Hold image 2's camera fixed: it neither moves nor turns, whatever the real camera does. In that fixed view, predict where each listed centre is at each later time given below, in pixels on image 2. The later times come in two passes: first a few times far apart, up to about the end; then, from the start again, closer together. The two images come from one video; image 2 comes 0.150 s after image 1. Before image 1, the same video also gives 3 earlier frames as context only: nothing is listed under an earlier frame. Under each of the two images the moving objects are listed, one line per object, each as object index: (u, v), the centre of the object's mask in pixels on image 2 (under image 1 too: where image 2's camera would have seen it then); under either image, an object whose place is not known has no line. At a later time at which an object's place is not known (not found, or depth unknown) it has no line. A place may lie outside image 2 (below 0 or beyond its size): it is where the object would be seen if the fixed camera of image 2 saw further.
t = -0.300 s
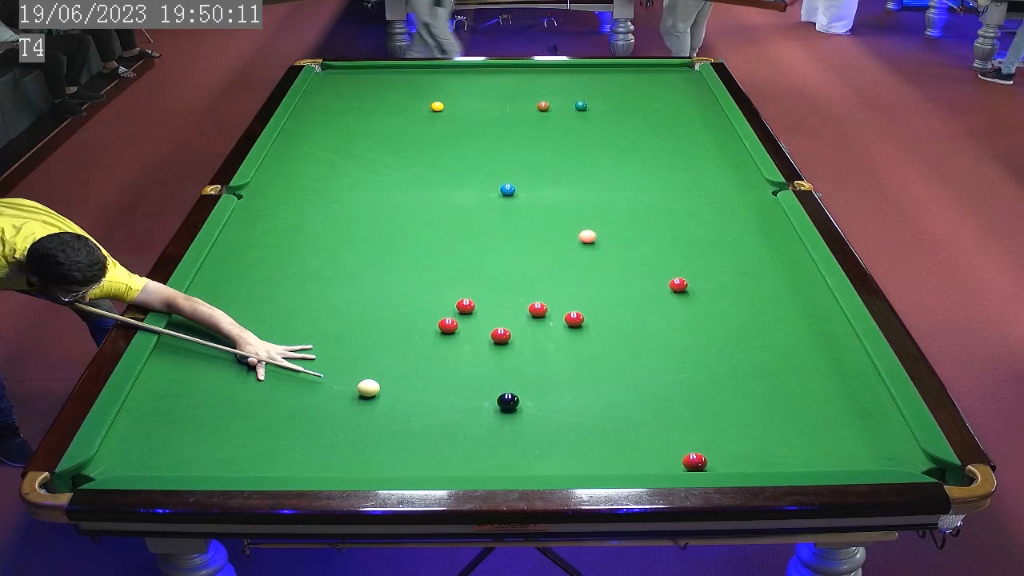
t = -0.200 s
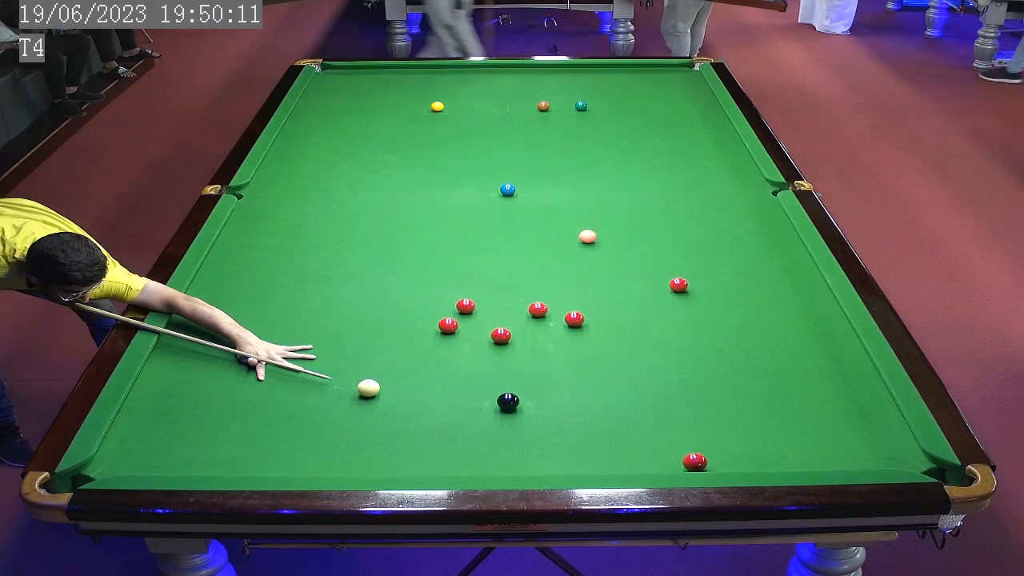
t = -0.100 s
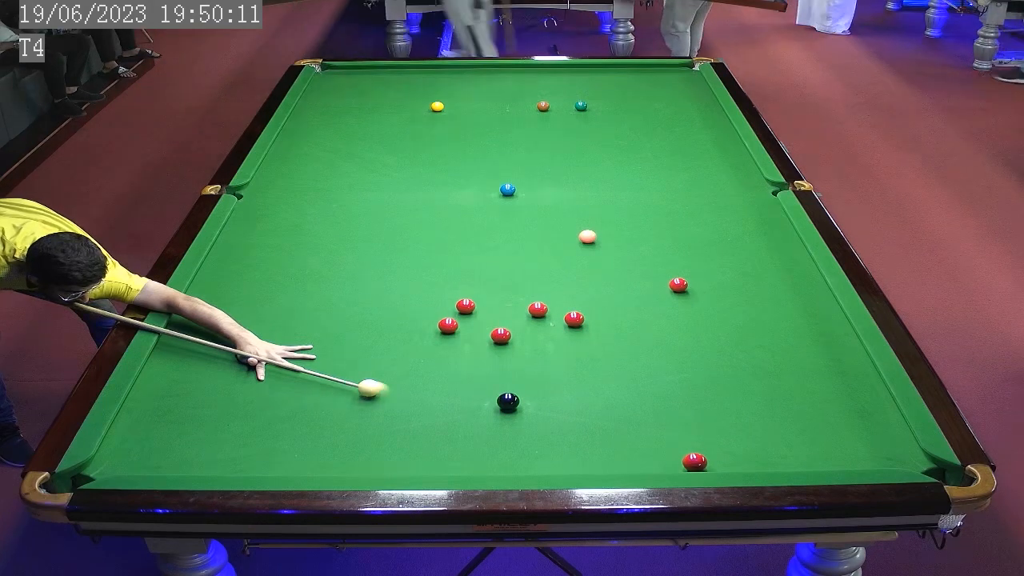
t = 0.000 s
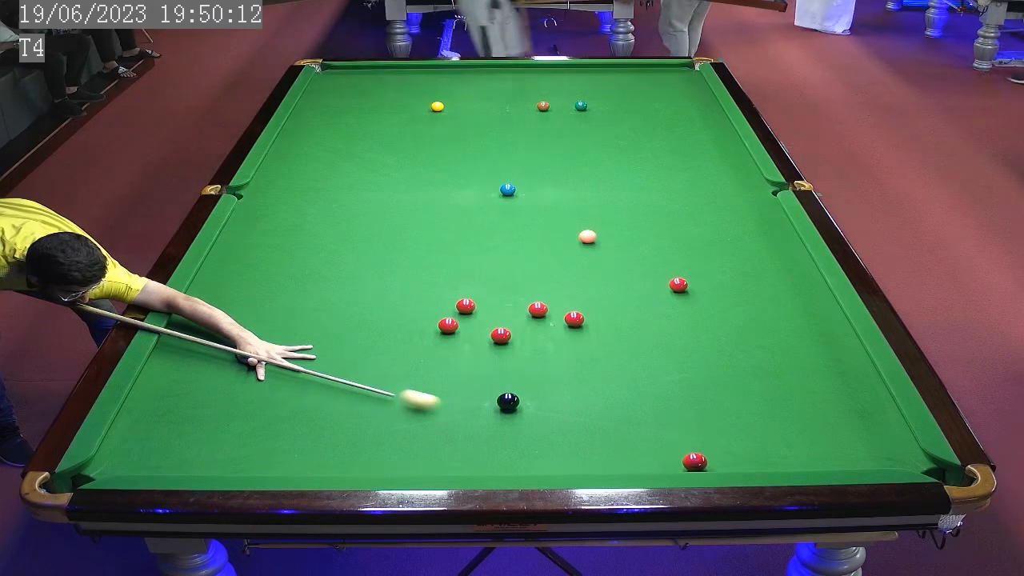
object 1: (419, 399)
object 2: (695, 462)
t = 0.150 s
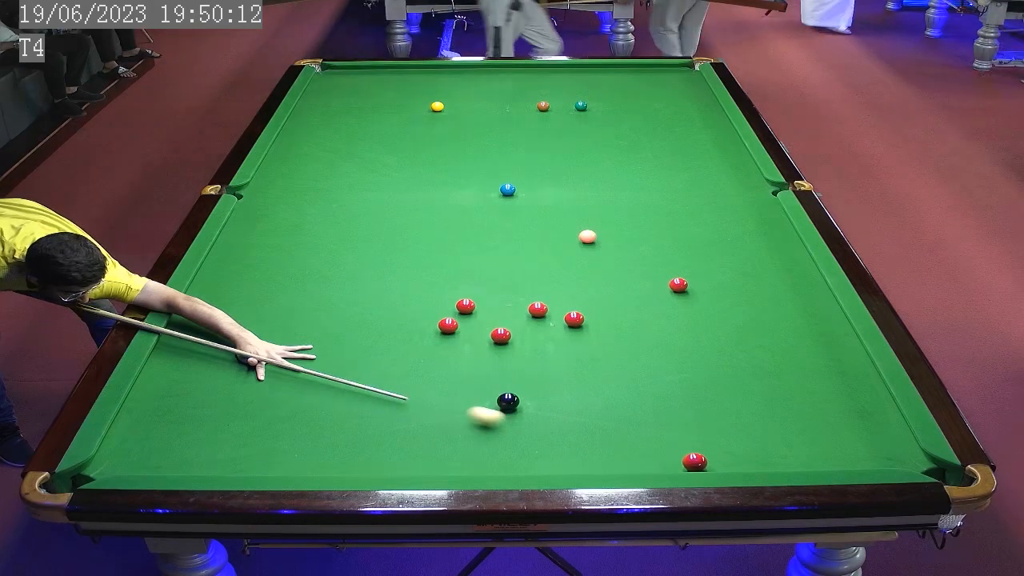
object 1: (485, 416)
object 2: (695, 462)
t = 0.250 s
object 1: (527, 426)
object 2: (695, 462)
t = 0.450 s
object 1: (612, 446)
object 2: (695, 462)
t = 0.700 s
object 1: (674, 463)
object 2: (737, 462)
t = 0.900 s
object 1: (682, 453)
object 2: (791, 462)
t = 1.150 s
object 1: (690, 440)
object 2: (854, 462)
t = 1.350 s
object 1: (696, 431)
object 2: (898, 461)
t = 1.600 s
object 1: (702, 420)
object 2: (924, 468)
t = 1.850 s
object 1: (708, 411)
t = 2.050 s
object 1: (712, 405)
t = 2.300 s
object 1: (716, 397)
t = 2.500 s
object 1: (719, 393)
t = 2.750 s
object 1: (722, 387)
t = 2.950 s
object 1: (724, 384)
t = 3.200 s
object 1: (725, 381)
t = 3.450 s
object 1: (726, 378)
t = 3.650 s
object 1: (726, 377)
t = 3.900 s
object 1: (726, 377)
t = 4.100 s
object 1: (726, 377)
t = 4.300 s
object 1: (727, 377)
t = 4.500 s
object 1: (727, 377)
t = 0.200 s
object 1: (506, 421)
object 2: (695, 462)
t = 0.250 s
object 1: (527, 426)
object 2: (695, 462)
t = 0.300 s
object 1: (548, 431)
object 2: (695, 462)
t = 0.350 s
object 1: (569, 436)
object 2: (695, 462)
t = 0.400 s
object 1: (591, 442)
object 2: (695, 462)
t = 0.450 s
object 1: (612, 446)
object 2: (695, 462)
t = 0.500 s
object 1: (634, 452)
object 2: (695, 462)
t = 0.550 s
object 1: (656, 457)
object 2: (694, 462)
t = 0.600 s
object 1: (670, 462)
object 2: (702, 461)
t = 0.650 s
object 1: (672, 465)
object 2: (721, 461)
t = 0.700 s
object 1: (674, 463)
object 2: (737, 462)
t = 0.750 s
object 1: (676, 461)
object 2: (751, 462)
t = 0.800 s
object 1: (678, 459)
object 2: (764, 462)
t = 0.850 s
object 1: (680, 455)
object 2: (778, 462)
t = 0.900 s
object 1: (682, 453)
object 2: (791, 462)
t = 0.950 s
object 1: (684, 451)
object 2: (804, 462)
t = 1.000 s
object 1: (685, 448)
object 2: (816, 462)
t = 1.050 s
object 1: (687, 445)
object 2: (829, 463)
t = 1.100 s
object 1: (689, 443)
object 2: (842, 463)
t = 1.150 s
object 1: (690, 440)
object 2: (854, 462)
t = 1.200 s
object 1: (692, 438)
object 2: (865, 462)
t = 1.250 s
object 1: (693, 435)
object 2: (876, 461)
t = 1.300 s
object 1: (695, 433)
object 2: (887, 461)
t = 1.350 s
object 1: (696, 431)
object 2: (898, 461)
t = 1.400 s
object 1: (698, 429)
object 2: (909, 461)
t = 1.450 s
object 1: (699, 426)
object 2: (921, 461)
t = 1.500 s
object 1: (700, 424)
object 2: (924, 463)
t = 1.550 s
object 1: (701, 422)
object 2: (924, 465)
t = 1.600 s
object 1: (702, 420)
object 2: (924, 468)
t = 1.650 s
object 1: (703, 418)
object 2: (929, 471)
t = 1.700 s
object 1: (704, 416)
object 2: (933, 474)
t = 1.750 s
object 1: (705, 415)
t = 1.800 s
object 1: (707, 413)
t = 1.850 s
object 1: (708, 411)
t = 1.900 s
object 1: (709, 409)
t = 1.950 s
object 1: (710, 408)
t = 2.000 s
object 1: (711, 406)
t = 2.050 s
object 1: (712, 405)
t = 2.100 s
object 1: (713, 403)
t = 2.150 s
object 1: (714, 401)
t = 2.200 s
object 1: (715, 400)
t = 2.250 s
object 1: (715, 399)
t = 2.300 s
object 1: (716, 397)
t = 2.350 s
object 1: (717, 396)
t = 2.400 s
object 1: (718, 395)
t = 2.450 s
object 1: (718, 394)
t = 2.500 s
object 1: (719, 393)
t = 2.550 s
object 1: (720, 392)
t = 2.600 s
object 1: (720, 390)
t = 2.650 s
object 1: (721, 389)
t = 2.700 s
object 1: (722, 388)
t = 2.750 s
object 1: (722, 387)
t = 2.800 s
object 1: (722, 387)
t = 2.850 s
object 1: (723, 386)
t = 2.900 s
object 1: (723, 385)
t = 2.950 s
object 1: (724, 384)
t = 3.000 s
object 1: (724, 383)
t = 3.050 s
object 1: (724, 383)
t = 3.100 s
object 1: (725, 382)
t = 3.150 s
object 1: (725, 381)
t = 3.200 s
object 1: (725, 381)
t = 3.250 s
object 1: (725, 380)
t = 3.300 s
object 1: (725, 380)
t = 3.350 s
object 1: (725, 379)
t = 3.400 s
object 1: (726, 379)
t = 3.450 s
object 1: (726, 378)
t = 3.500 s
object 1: (726, 378)
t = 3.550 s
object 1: (726, 378)
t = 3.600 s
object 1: (726, 377)
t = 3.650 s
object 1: (726, 377)
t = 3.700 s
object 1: (726, 377)
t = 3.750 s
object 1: (726, 377)
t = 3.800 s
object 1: (726, 377)
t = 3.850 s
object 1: (726, 377)
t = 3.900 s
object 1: (726, 377)
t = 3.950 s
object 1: (726, 377)
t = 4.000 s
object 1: (726, 377)
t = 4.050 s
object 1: (726, 377)
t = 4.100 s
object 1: (726, 377)
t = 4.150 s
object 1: (726, 377)
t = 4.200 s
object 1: (726, 377)
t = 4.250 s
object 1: (726, 377)
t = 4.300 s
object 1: (727, 377)
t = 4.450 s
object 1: (724, 377)
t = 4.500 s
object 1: (727, 377)
